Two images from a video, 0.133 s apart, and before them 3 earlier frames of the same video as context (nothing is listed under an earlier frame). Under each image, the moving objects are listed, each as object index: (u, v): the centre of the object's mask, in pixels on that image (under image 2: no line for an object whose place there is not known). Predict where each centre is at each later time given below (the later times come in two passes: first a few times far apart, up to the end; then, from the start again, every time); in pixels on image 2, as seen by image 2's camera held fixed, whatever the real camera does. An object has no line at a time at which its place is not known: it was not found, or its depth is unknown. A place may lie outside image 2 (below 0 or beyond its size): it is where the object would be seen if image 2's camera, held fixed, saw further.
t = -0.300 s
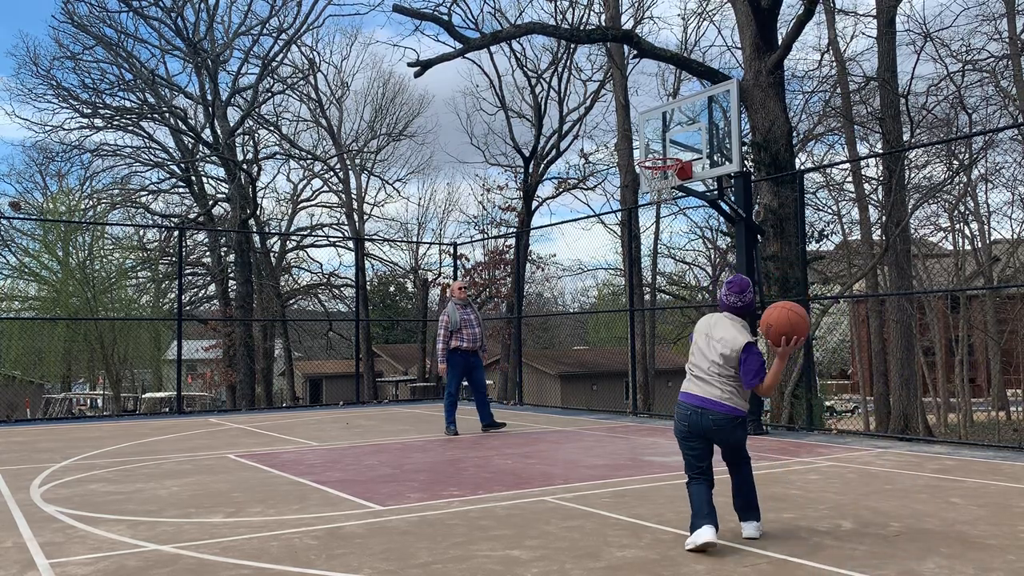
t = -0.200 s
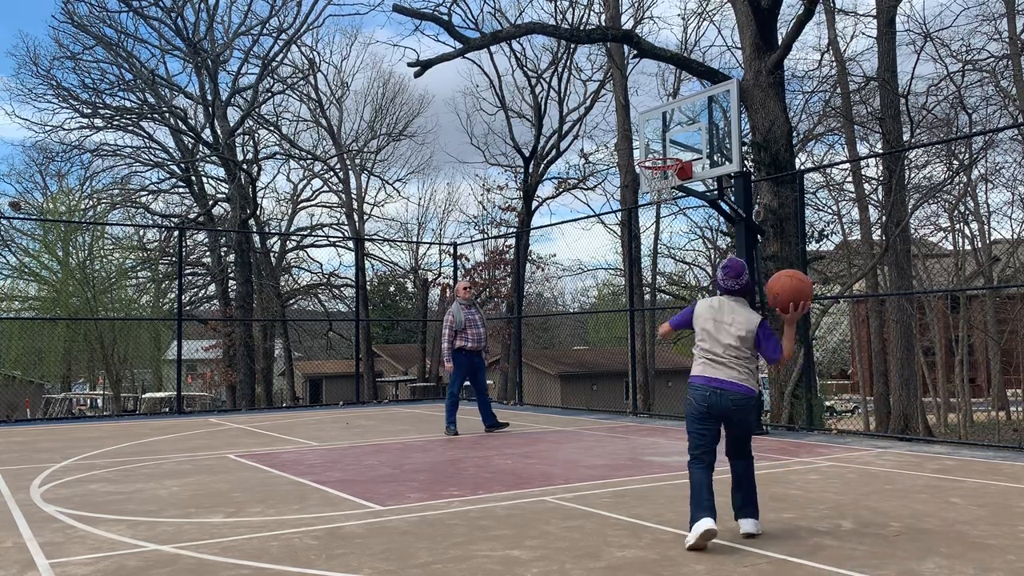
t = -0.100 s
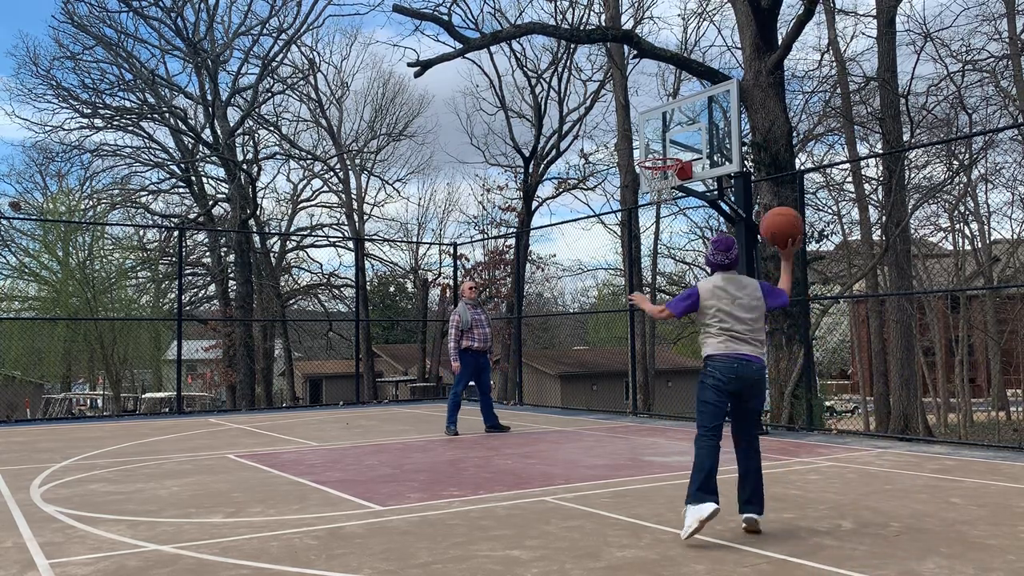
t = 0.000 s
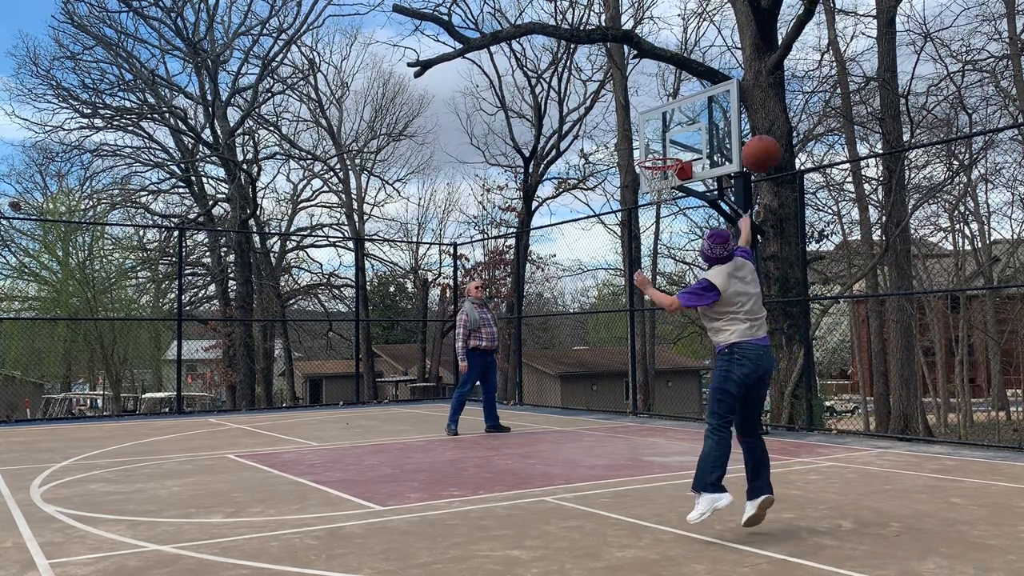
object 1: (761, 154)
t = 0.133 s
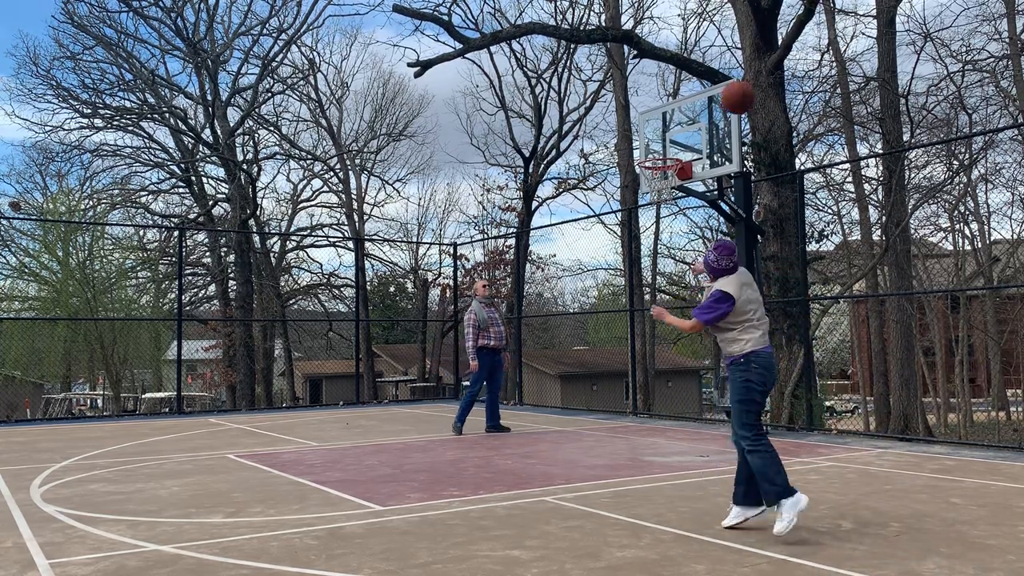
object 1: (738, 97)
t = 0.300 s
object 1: (718, 72)
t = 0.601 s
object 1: (696, 106)
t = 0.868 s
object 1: (652, 157)
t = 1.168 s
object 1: (664, 152)
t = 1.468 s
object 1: (646, 191)
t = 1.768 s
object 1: (634, 296)
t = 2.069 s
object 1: (620, 392)
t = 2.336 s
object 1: (609, 295)
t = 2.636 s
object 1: (600, 258)
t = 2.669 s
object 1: (599, 258)
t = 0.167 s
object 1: (732, 89)
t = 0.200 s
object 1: (729, 82)
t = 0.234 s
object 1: (725, 78)
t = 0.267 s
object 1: (721, 74)
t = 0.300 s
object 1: (718, 72)
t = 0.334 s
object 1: (715, 72)
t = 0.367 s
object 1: (712, 73)
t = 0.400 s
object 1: (710, 75)
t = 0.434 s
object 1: (707, 77)
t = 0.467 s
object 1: (705, 81)
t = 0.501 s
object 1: (703, 86)
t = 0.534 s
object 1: (700, 92)
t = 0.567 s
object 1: (699, 99)
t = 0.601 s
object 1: (696, 106)
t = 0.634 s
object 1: (695, 114)
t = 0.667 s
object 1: (693, 123)
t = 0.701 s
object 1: (692, 132)
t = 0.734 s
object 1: (682, 138)
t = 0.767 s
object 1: (671, 145)
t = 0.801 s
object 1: (659, 151)
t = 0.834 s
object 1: (648, 159)
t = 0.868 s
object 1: (652, 157)
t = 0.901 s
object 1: (661, 157)
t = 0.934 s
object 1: (667, 154)
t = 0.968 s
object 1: (667, 152)
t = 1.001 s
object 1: (667, 151)
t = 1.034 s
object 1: (667, 151)
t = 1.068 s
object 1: (666, 152)
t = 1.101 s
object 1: (666, 152)
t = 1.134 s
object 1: (665, 152)
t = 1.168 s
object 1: (664, 152)
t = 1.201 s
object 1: (664, 153)
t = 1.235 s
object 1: (663, 156)
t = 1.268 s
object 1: (662, 158)
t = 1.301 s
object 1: (662, 163)
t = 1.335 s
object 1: (661, 167)
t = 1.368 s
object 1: (660, 171)
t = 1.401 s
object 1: (658, 174)
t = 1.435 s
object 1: (652, 184)
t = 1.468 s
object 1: (646, 191)
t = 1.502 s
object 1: (646, 200)
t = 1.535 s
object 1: (647, 208)
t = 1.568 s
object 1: (645, 218)
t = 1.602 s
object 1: (643, 228)
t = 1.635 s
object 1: (641, 240)
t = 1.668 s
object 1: (639, 253)
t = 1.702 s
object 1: (637, 266)
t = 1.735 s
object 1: (635, 281)
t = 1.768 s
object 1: (634, 296)
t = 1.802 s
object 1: (632, 311)
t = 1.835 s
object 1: (631, 329)
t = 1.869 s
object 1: (629, 347)
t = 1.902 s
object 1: (627, 364)
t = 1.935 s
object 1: (626, 385)
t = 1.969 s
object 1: (625, 404)
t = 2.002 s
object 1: (624, 426)
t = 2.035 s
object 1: (621, 410)
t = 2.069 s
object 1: (620, 392)
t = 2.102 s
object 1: (618, 376)
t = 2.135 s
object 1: (617, 362)
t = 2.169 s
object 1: (615, 349)
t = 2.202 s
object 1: (614, 336)
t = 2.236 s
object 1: (613, 324)
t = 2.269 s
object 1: (611, 313)
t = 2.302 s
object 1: (610, 303)
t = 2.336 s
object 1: (609, 295)
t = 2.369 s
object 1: (608, 287)
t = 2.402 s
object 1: (607, 280)
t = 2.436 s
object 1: (606, 274)
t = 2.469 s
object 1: (604, 269)
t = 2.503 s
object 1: (604, 265)
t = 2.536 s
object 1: (602, 262)
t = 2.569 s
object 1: (601, 260)
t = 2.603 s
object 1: (601, 258)
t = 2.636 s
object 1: (600, 258)
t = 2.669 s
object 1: (599, 258)
